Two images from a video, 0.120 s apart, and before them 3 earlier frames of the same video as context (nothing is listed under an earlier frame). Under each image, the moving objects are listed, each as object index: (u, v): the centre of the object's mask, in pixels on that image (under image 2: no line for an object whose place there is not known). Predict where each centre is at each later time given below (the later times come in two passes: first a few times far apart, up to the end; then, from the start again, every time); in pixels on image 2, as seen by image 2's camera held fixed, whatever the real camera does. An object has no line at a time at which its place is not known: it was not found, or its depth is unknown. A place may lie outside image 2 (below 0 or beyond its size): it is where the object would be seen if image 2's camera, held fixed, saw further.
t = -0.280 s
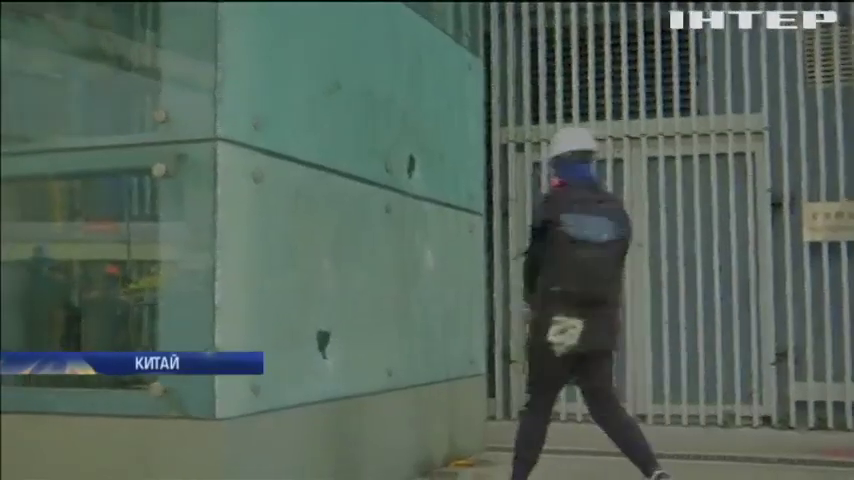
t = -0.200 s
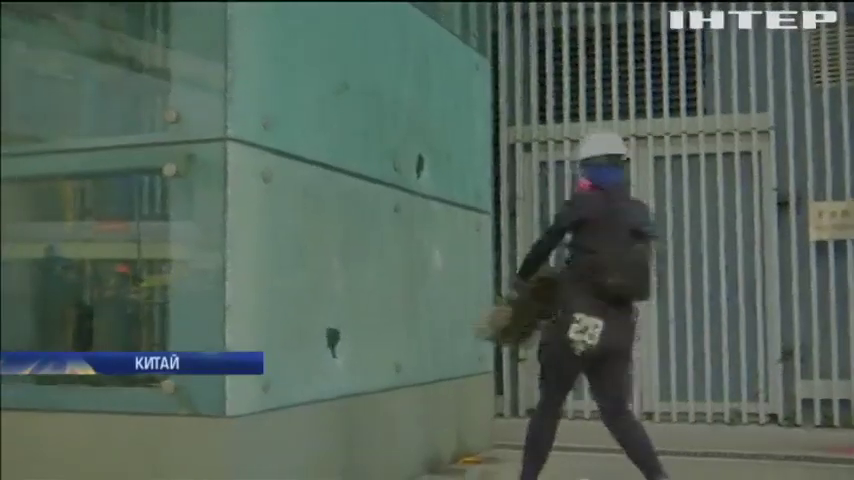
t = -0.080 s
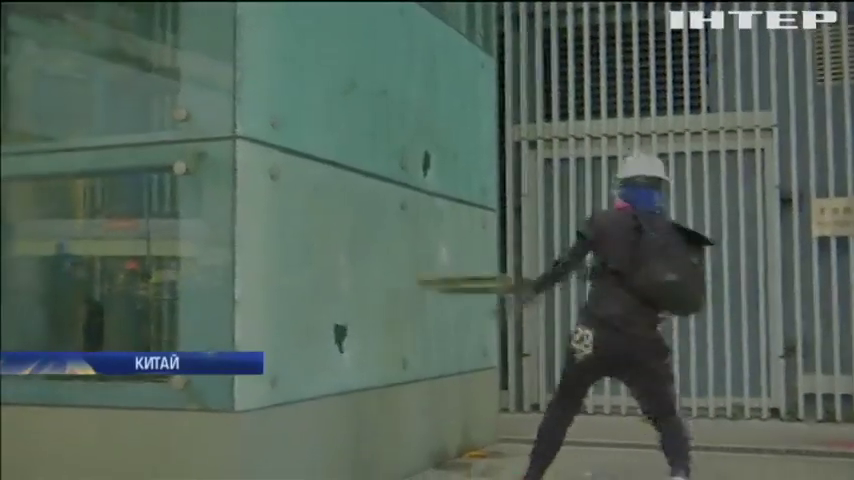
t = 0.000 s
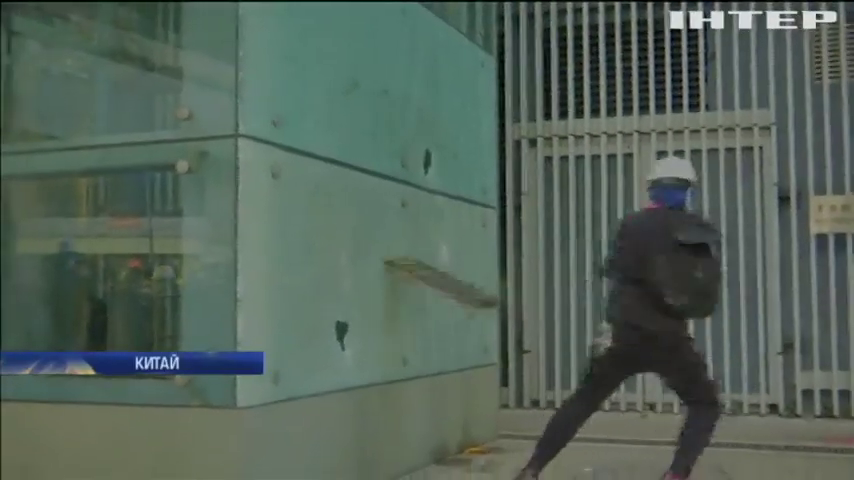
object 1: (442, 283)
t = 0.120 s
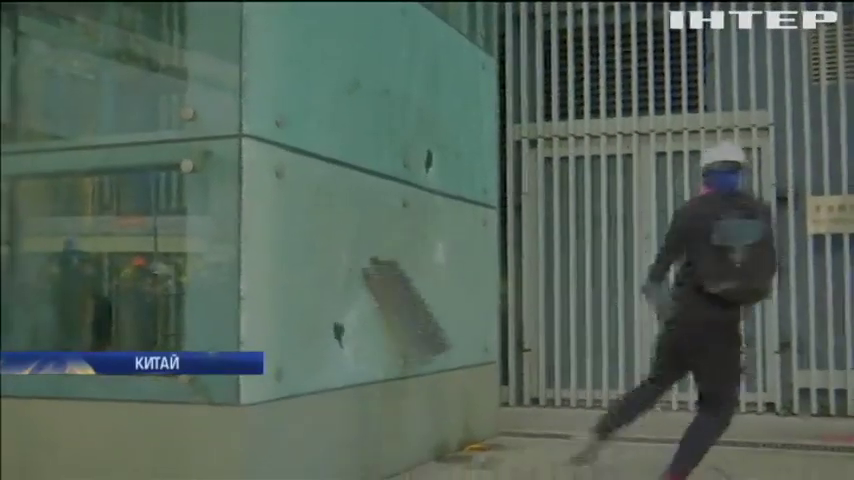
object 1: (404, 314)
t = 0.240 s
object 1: (388, 326)
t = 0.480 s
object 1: (395, 352)
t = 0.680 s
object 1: (444, 421)
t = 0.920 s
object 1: (457, 415)
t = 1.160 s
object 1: (449, 419)
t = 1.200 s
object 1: (446, 421)
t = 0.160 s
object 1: (394, 320)
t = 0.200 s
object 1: (390, 322)
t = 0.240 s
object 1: (388, 326)
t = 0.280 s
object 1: (387, 329)
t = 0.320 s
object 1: (388, 331)
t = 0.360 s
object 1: (388, 332)
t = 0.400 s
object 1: (389, 336)
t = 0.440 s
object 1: (391, 344)
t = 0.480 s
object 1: (395, 352)
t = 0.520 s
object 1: (404, 365)
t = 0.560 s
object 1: (414, 377)
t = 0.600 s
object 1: (428, 393)
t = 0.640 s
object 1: (433, 407)
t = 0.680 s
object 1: (444, 421)
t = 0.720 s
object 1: (446, 419)
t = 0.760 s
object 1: (449, 419)
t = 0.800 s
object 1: (453, 418)
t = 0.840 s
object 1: (455, 417)
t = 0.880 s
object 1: (457, 416)
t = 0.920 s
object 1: (457, 415)
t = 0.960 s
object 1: (457, 416)
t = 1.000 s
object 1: (457, 415)
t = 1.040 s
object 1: (455, 414)
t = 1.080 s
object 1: (454, 416)
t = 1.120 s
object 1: (451, 417)
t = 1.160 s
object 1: (449, 419)
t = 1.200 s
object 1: (446, 421)
